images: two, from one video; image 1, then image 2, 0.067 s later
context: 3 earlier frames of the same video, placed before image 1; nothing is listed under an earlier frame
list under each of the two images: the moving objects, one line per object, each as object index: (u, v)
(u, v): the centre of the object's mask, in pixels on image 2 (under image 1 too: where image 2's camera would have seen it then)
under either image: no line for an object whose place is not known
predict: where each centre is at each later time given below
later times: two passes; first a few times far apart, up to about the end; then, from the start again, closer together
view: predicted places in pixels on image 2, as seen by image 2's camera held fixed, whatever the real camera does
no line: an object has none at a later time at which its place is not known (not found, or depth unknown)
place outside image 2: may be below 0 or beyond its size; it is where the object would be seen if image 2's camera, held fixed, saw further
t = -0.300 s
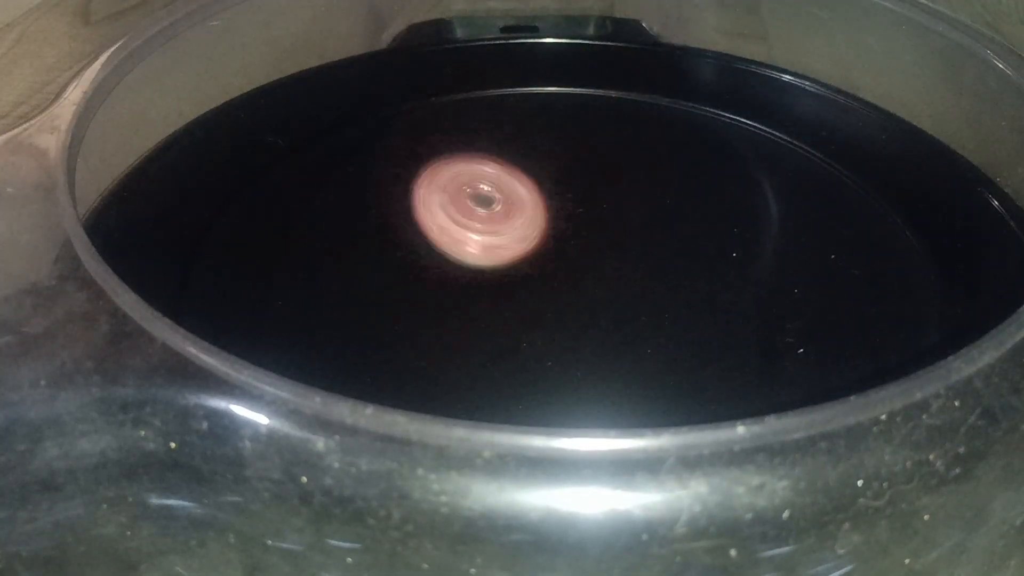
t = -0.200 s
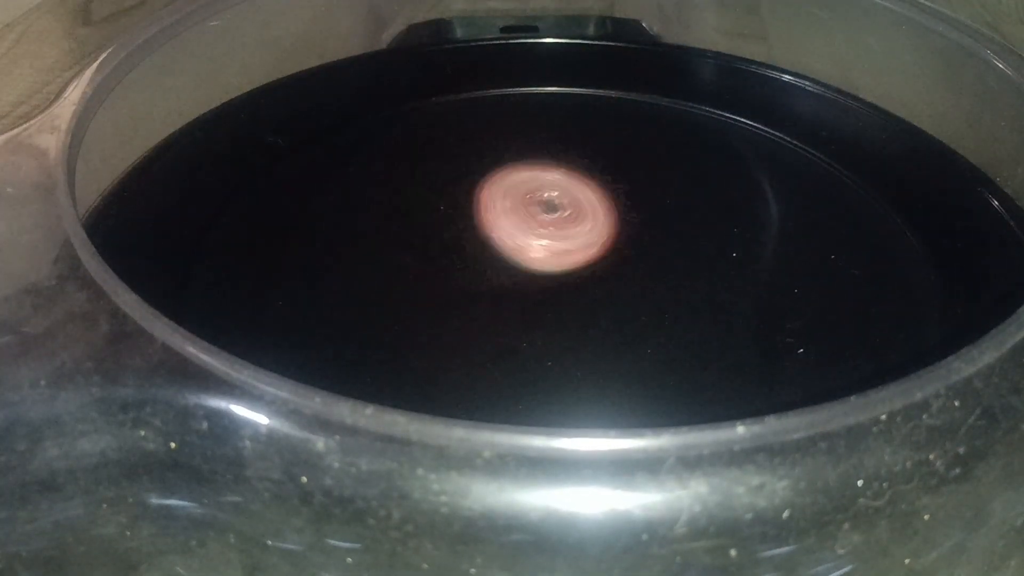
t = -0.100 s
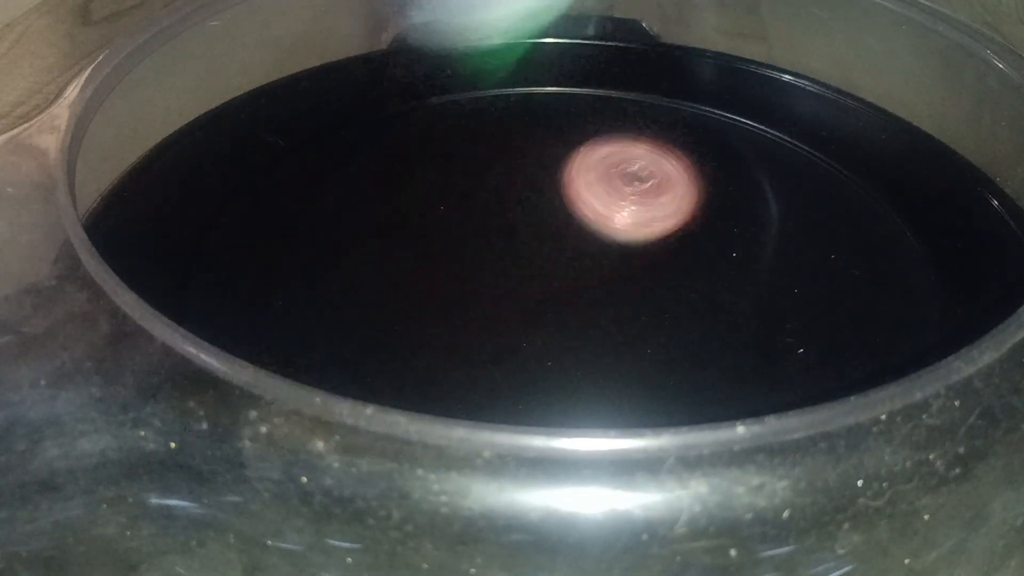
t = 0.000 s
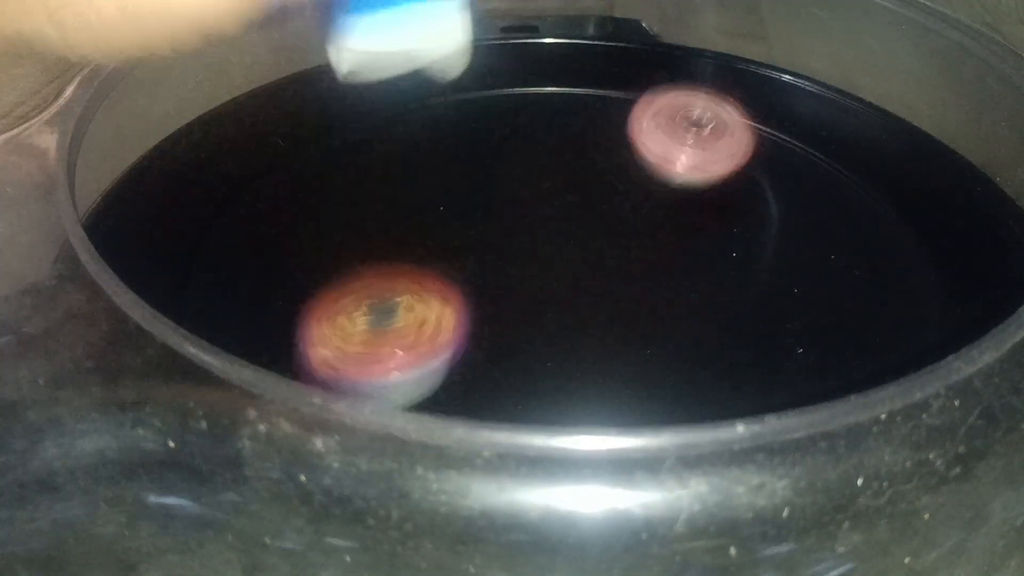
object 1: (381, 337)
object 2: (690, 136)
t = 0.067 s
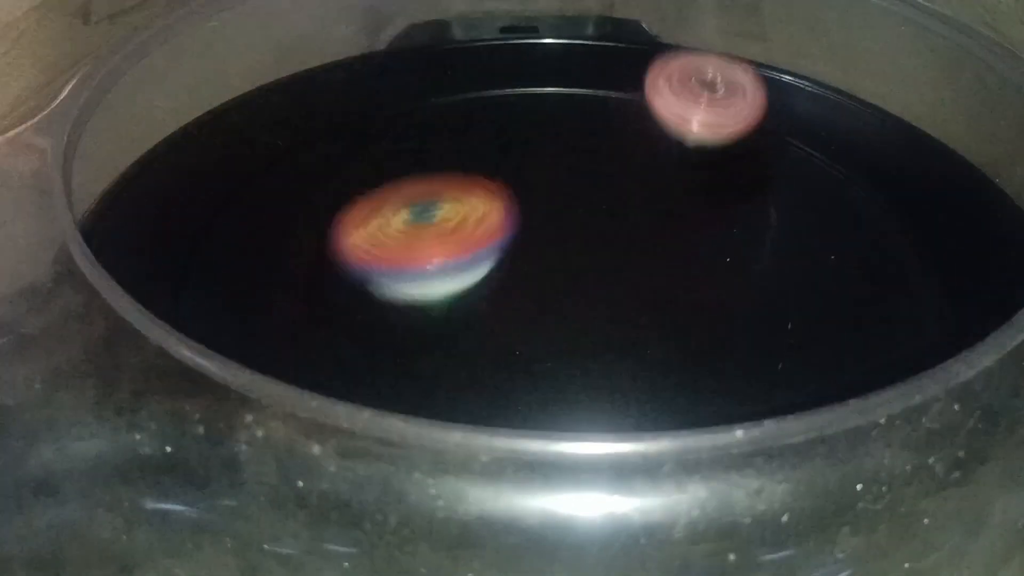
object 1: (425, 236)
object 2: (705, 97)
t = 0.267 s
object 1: (590, 253)
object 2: (599, 83)
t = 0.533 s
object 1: (640, 229)
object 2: (501, 188)
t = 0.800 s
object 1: (640, 270)
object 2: (458, 262)
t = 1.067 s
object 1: (822, 179)
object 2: (437, 349)
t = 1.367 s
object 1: (392, 150)
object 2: (689, 256)
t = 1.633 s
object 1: (139, 331)
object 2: (491, 129)
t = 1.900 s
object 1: (675, 378)
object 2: (312, 284)
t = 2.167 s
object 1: (792, 65)
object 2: (870, 318)
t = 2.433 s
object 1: (326, 97)
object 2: (626, 58)
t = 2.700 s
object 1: (615, 409)
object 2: (181, 245)
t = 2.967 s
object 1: (809, 77)
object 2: (896, 375)
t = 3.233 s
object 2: (634, 60)
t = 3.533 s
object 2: (199, 276)
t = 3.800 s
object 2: (914, 349)
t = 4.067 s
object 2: (649, 61)
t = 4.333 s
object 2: (253, 194)
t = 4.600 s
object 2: (605, 196)
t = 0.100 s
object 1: (451, 226)
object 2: (703, 80)
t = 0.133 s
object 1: (477, 251)
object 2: (693, 68)
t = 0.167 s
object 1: (501, 299)
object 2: (673, 70)
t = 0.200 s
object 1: (528, 277)
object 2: (649, 74)
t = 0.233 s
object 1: (559, 249)
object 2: (625, 77)
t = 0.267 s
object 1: (590, 253)
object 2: (599, 83)
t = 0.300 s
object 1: (616, 272)
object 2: (573, 90)
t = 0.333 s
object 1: (634, 247)
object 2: (550, 99)
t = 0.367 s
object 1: (650, 245)
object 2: (531, 109)
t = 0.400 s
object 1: (660, 246)
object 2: (515, 121)
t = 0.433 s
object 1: (663, 236)
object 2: (503, 137)
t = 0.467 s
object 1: (660, 237)
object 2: (498, 154)
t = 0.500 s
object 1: (650, 232)
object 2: (498, 172)
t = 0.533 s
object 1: (640, 229)
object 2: (501, 188)
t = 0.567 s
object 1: (660, 239)
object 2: (470, 185)
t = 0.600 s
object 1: (674, 248)
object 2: (442, 183)
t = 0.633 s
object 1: (679, 256)
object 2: (423, 185)
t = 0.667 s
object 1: (677, 263)
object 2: (411, 192)
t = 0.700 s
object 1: (672, 267)
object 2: (408, 204)
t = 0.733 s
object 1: (662, 270)
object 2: (414, 221)
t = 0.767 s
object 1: (651, 270)
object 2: (431, 241)
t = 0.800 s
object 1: (640, 270)
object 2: (458, 262)
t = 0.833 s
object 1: (653, 271)
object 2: (462, 276)
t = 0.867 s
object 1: (710, 267)
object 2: (424, 284)
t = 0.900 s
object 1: (756, 259)
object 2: (398, 291)
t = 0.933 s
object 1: (792, 247)
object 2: (383, 300)
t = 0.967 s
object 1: (818, 230)
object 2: (379, 311)
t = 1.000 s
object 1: (831, 212)
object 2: (387, 323)
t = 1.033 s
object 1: (833, 195)
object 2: (408, 337)
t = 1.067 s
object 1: (822, 179)
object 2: (437, 349)
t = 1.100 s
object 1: (798, 164)
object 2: (475, 358)
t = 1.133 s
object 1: (767, 151)
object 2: (515, 363)
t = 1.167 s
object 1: (726, 141)
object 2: (555, 362)
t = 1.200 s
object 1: (678, 135)
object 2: (596, 353)
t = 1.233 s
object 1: (624, 131)
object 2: (629, 341)
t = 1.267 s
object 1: (568, 132)
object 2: (656, 323)
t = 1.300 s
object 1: (511, 136)
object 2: (675, 303)
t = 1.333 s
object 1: (451, 142)
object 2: (685, 281)
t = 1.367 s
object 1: (392, 150)
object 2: (689, 256)
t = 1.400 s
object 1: (333, 165)
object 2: (683, 233)
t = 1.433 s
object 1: (280, 180)
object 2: (670, 210)
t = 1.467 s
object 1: (233, 194)
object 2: (651, 189)
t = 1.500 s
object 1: (193, 219)
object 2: (627, 171)
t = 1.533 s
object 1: (168, 225)
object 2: (598, 155)
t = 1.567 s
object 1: (167, 251)
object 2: (565, 142)
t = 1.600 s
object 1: (141, 301)
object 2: (529, 134)
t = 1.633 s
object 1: (139, 331)
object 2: (491, 129)
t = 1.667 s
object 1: (213, 327)
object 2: (454, 130)
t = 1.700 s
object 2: (418, 135)
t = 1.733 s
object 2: (382, 146)
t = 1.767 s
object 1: (377, 391)
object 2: (350, 162)
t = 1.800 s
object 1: (444, 398)
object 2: (324, 185)
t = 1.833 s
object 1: (523, 399)
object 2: (306, 213)
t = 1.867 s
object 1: (603, 393)
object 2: (301, 246)
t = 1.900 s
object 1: (675, 378)
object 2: (312, 284)
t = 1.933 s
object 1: (740, 351)
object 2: (343, 323)
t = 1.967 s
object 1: (790, 307)
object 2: (393, 352)
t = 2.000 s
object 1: (821, 262)
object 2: (466, 376)
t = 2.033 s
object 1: (836, 215)
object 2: (552, 387)
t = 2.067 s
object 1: (840, 170)
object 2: (645, 387)
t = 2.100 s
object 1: (831, 133)
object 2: (731, 374)
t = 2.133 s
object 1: (813, 92)
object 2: (808, 350)
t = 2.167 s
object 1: (792, 65)
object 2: (870, 318)
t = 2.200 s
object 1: (751, 48)
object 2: (911, 277)
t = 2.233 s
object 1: (699, 46)
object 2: (930, 231)
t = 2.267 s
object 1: (643, 46)
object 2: (912, 190)
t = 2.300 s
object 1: (587, 44)
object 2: (872, 154)
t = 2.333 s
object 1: (525, 48)
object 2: (826, 119)
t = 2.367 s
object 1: (457, 61)
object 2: (765, 92)
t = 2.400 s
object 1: (392, 78)
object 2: (696, 72)
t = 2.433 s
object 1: (326, 97)
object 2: (626, 58)
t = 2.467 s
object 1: (270, 129)
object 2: (552, 54)
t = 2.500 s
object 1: (218, 168)
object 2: (478, 57)
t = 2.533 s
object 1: (204, 227)
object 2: (414, 69)
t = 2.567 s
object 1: (245, 297)
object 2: (347, 87)
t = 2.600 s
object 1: (304, 345)
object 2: (287, 114)
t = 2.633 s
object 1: (382, 385)
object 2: (238, 151)
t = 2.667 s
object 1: (500, 407)
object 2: (199, 196)
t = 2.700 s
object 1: (615, 409)
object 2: (181, 245)
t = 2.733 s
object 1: (771, 432)
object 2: (189, 303)
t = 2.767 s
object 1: (842, 358)
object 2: (237, 376)
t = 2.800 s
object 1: (907, 319)
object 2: (321, 440)
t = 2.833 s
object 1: (928, 272)
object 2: (432, 475)
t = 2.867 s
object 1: (912, 214)
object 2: (580, 488)
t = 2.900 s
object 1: (884, 165)
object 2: (723, 469)
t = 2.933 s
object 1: (850, 117)
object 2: (830, 429)
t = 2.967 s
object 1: (809, 77)
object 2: (896, 375)
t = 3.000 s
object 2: (916, 306)
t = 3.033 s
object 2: (937, 257)
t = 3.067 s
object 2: (917, 203)
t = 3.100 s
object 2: (874, 157)
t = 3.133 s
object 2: (822, 120)
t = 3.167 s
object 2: (766, 95)
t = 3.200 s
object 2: (702, 73)
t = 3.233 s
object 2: (634, 60)
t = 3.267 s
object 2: (564, 52)
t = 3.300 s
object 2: (492, 55)
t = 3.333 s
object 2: (426, 65)
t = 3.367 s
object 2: (363, 81)
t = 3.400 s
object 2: (303, 106)
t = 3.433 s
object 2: (253, 139)
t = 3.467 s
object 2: (210, 179)
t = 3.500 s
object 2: (184, 230)
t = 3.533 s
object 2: (199, 276)
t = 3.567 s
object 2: (219, 340)
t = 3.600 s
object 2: (290, 411)
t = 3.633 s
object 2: (392, 456)
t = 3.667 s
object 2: (520, 483)
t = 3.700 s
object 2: (661, 478)
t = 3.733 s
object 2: (779, 449)
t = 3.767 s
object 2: (858, 396)
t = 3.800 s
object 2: (914, 349)
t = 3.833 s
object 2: (932, 290)
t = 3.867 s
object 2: (937, 243)
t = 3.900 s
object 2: (914, 196)
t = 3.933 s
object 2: (876, 155)
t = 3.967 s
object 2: (827, 123)
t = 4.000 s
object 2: (773, 94)
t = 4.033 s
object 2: (711, 76)
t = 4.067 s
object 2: (649, 61)
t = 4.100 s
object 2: (584, 53)
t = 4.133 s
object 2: (517, 53)
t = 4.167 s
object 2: (462, 60)
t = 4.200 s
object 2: (418, 75)
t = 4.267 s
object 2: (327, 124)
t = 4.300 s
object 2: (285, 155)
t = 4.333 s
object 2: (253, 194)
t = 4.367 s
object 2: (240, 240)
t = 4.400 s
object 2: (250, 292)
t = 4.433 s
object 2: (283, 325)
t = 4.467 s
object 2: (354, 335)
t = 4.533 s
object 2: (499, 270)
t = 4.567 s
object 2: (558, 232)
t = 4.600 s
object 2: (605, 196)
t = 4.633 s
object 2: (638, 163)
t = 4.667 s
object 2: (661, 131)
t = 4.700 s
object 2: (677, 102)
